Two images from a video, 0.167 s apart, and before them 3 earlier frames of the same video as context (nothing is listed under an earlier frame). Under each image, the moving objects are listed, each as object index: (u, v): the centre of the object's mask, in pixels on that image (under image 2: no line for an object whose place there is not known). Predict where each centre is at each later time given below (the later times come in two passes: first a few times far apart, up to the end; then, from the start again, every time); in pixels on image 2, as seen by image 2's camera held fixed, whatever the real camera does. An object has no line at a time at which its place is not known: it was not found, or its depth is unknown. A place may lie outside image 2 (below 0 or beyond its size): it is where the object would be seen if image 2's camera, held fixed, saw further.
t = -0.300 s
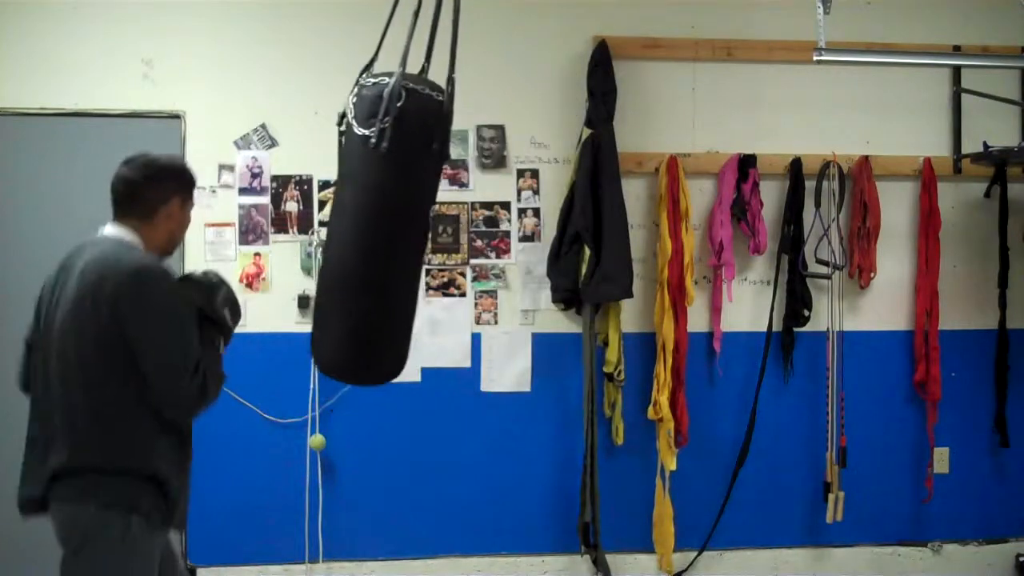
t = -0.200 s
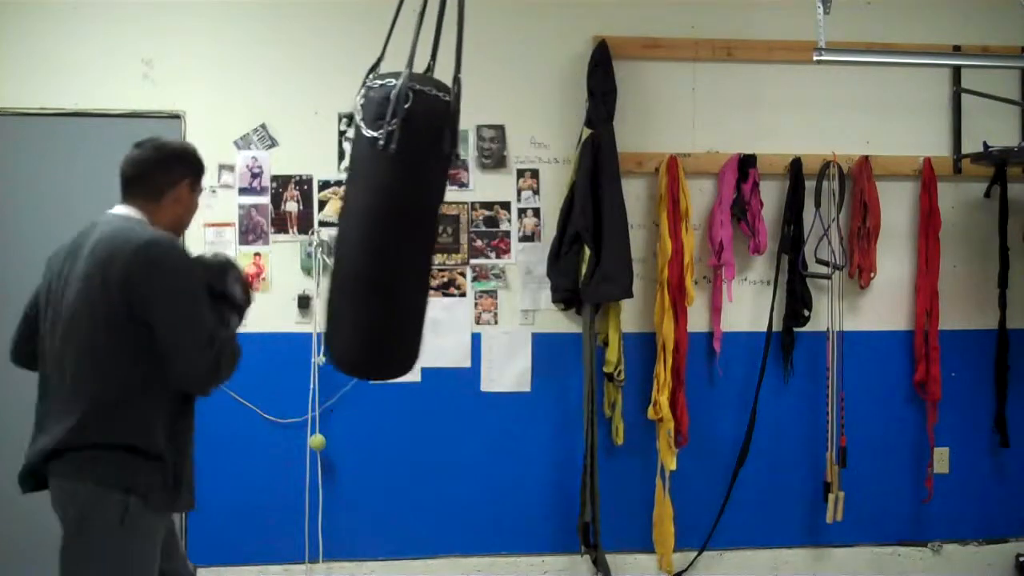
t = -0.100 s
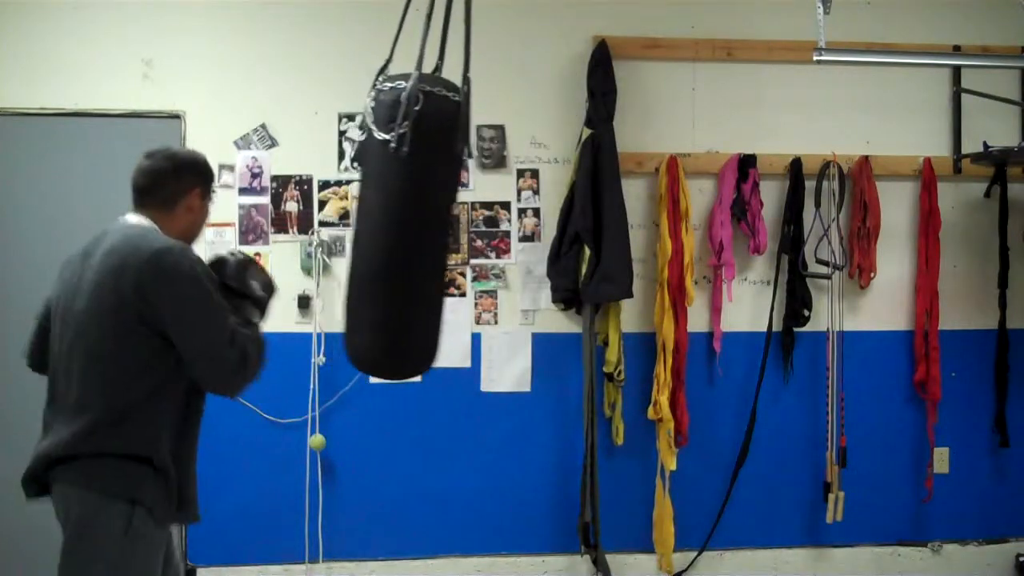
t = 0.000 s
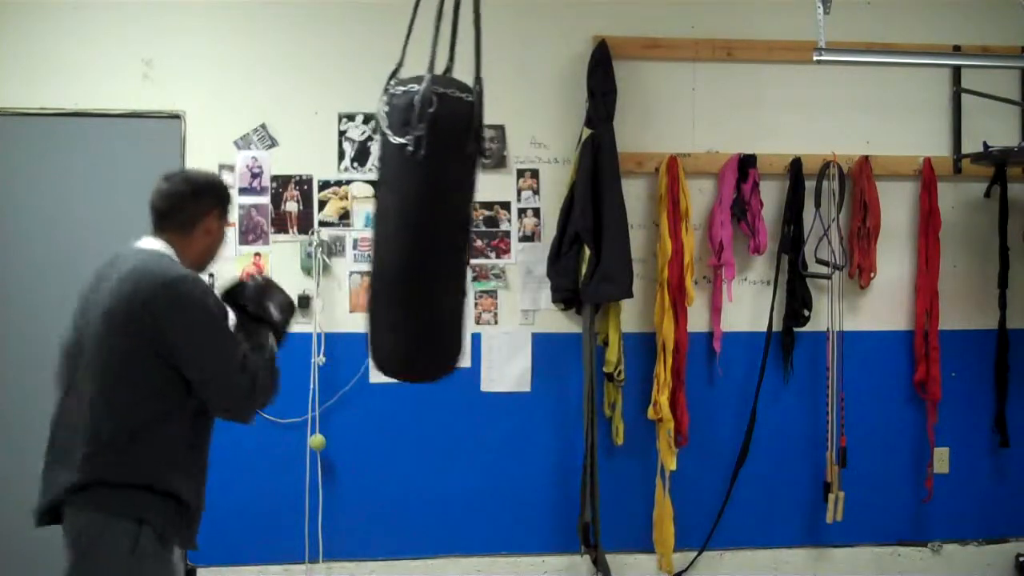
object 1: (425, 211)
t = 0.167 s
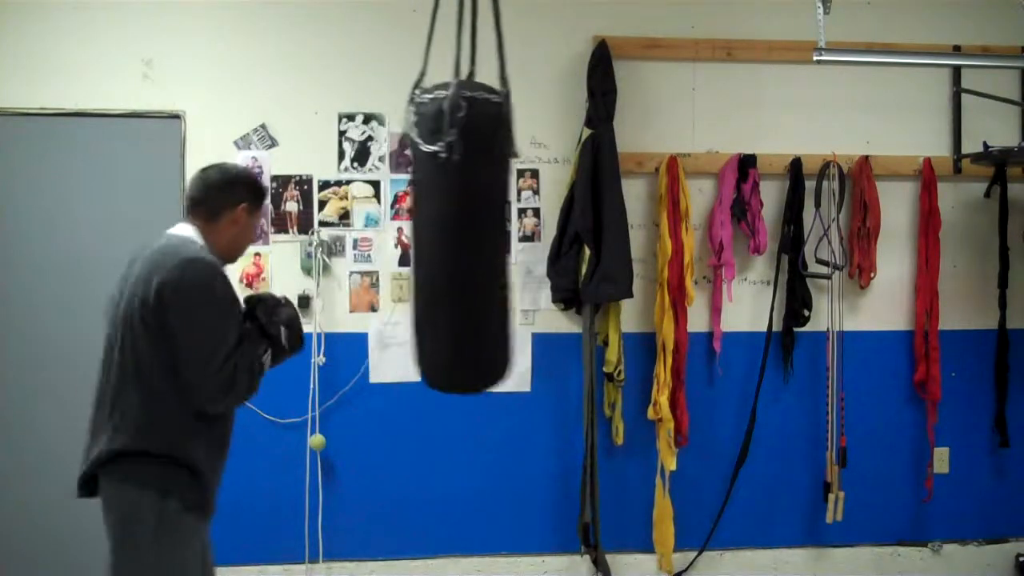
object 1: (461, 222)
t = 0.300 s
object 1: (494, 230)
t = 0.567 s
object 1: (558, 233)
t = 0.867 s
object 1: (599, 225)
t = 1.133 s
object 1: (582, 221)
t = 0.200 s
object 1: (469, 224)
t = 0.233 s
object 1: (477, 226)
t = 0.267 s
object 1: (486, 225)
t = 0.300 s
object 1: (494, 230)
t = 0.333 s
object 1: (503, 232)
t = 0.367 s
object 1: (511, 233)
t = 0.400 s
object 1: (520, 231)
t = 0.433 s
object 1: (528, 233)
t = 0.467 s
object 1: (536, 233)
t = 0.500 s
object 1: (543, 233)
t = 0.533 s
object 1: (551, 235)
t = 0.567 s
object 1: (558, 233)
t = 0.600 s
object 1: (565, 235)
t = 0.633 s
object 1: (573, 239)
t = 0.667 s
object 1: (579, 236)
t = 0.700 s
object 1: (584, 234)
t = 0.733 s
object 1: (588, 233)
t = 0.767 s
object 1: (592, 231)
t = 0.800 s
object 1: (595, 229)
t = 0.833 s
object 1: (597, 228)
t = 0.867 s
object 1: (599, 225)
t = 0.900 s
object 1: (600, 224)
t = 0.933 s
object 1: (599, 222)
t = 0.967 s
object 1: (598, 221)
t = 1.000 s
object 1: (597, 220)
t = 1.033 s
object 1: (594, 219)
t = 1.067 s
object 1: (590, 218)
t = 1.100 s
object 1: (585, 217)
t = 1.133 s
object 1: (582, 221)
